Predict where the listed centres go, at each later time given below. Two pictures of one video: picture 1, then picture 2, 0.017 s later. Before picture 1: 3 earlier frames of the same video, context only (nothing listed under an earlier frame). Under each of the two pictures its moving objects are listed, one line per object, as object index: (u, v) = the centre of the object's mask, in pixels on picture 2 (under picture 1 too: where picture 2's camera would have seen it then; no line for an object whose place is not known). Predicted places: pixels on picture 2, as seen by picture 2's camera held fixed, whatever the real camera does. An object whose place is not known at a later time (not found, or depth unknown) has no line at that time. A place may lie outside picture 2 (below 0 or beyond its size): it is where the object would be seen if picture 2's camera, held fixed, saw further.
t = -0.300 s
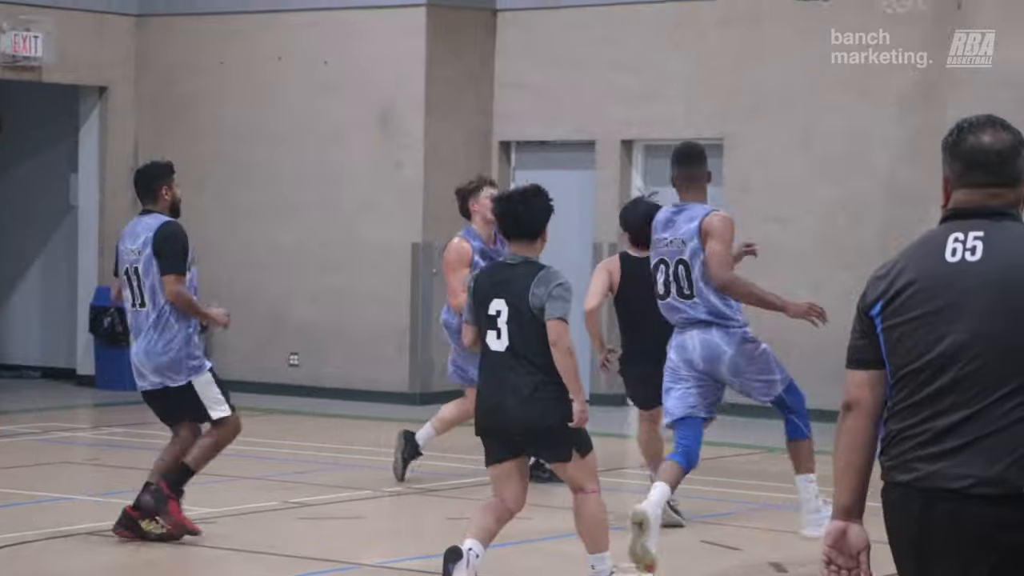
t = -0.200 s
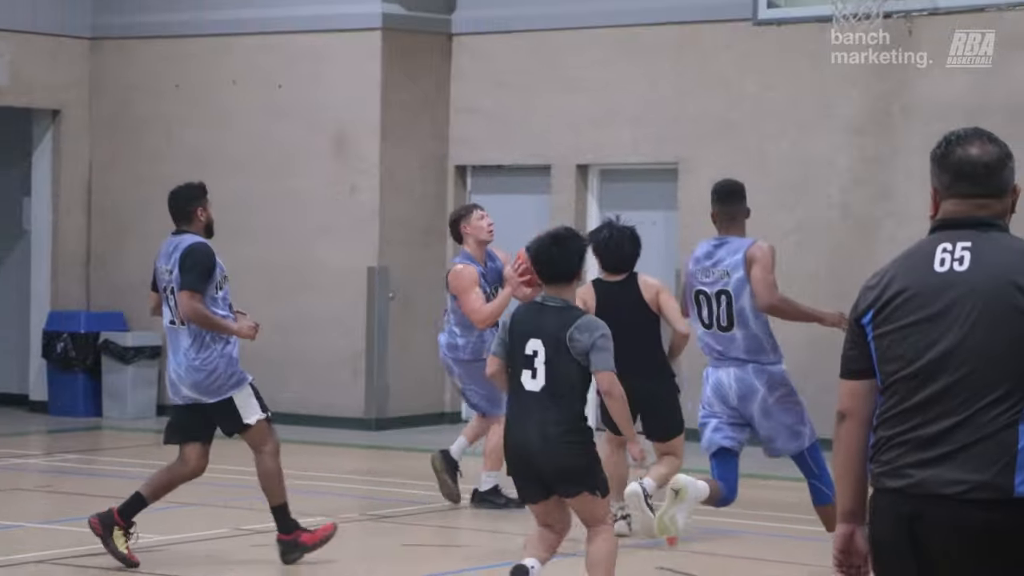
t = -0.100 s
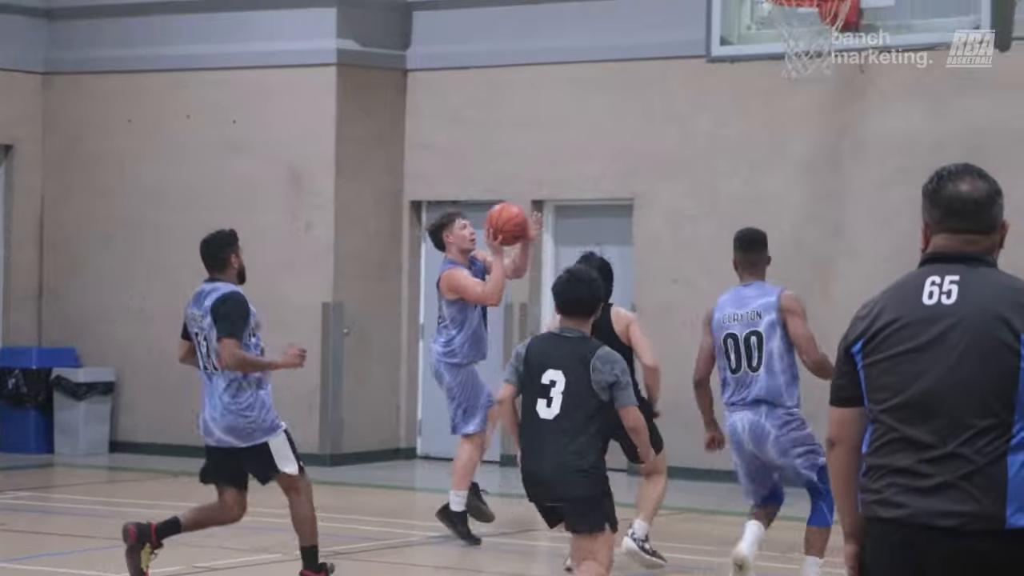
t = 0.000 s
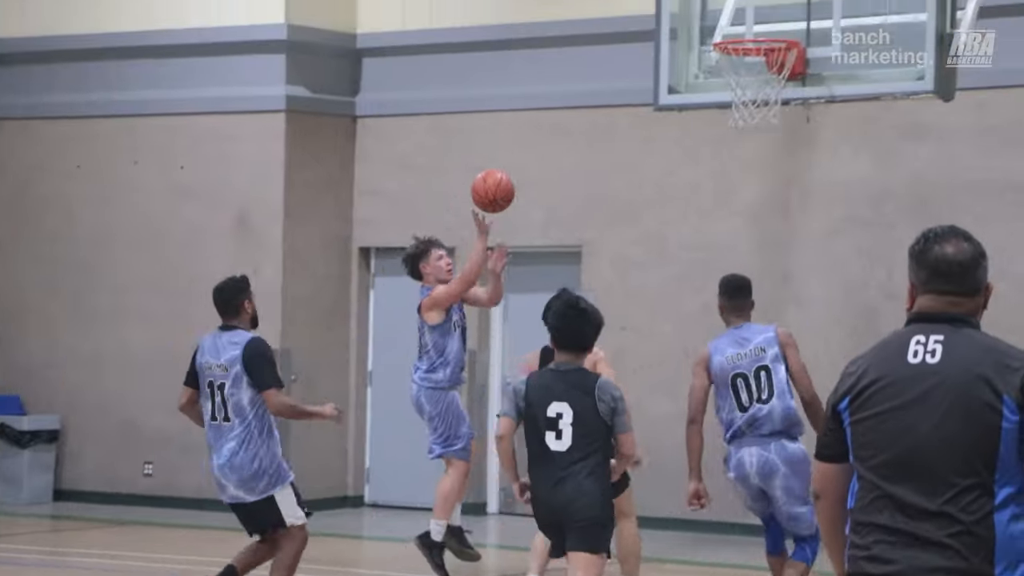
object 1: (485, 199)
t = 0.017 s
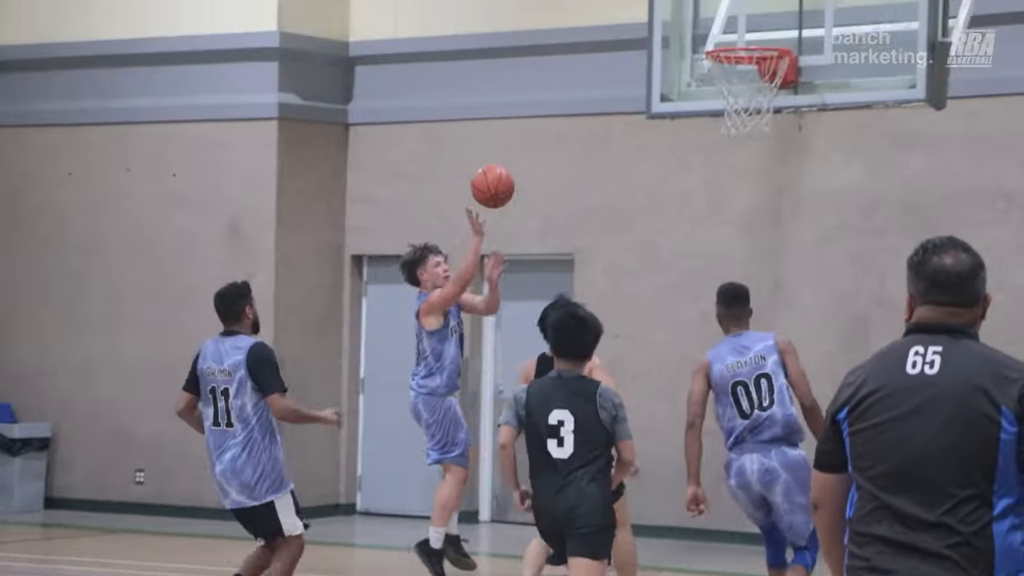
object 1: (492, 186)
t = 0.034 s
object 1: (499, 174)
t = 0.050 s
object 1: (507, 162)
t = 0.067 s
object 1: (514, 151)
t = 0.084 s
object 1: (521, 140)
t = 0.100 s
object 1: (528, 130)
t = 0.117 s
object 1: (536, 120)
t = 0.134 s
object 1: (543, 111)
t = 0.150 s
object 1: (550, 102)
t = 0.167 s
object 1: (558, 94)
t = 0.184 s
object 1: (565, 86)
